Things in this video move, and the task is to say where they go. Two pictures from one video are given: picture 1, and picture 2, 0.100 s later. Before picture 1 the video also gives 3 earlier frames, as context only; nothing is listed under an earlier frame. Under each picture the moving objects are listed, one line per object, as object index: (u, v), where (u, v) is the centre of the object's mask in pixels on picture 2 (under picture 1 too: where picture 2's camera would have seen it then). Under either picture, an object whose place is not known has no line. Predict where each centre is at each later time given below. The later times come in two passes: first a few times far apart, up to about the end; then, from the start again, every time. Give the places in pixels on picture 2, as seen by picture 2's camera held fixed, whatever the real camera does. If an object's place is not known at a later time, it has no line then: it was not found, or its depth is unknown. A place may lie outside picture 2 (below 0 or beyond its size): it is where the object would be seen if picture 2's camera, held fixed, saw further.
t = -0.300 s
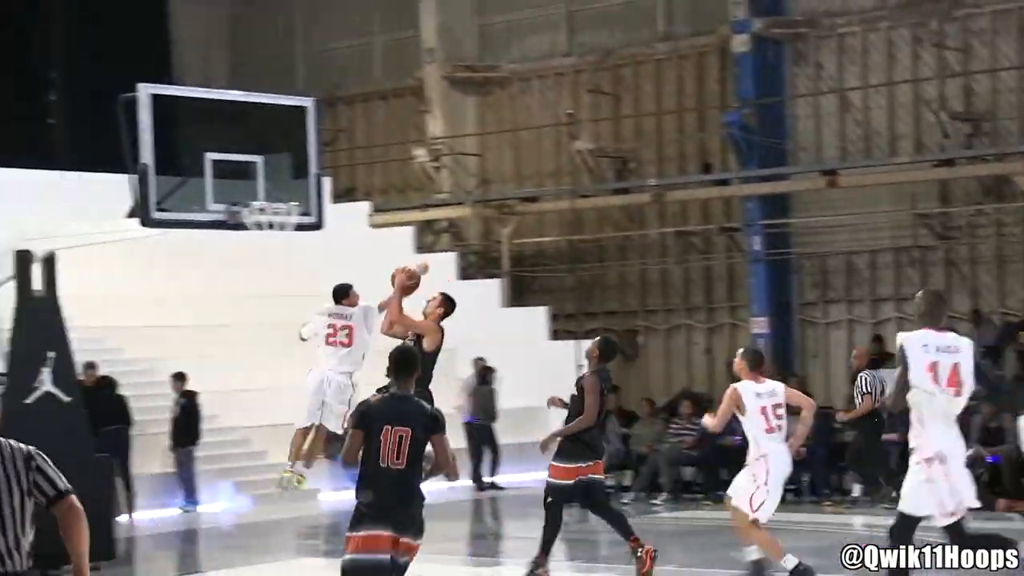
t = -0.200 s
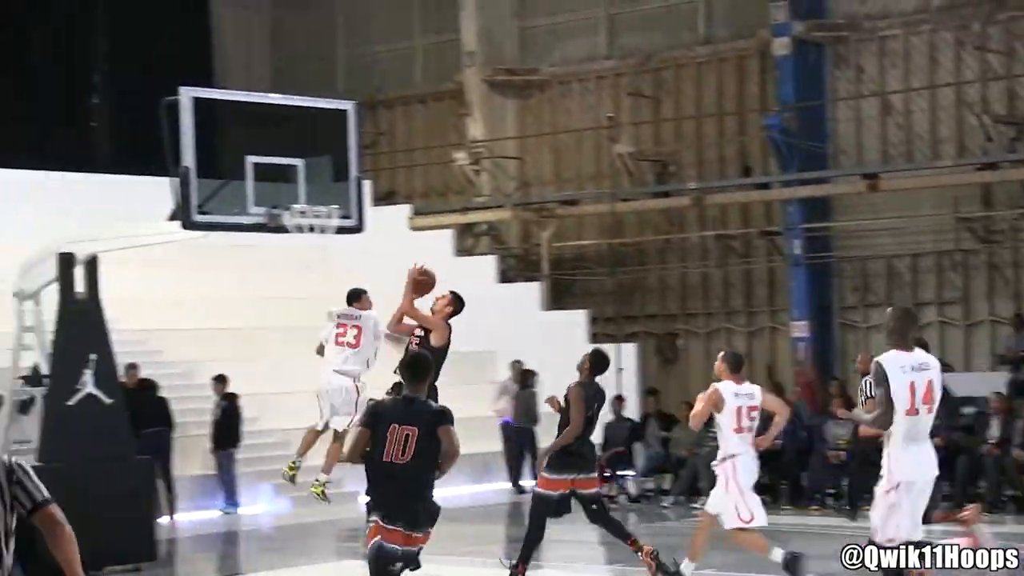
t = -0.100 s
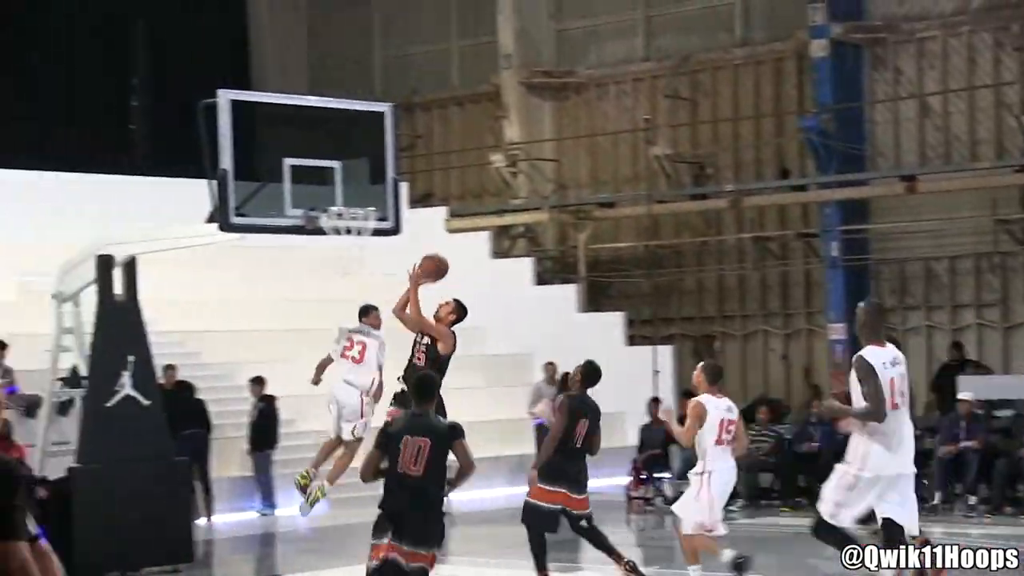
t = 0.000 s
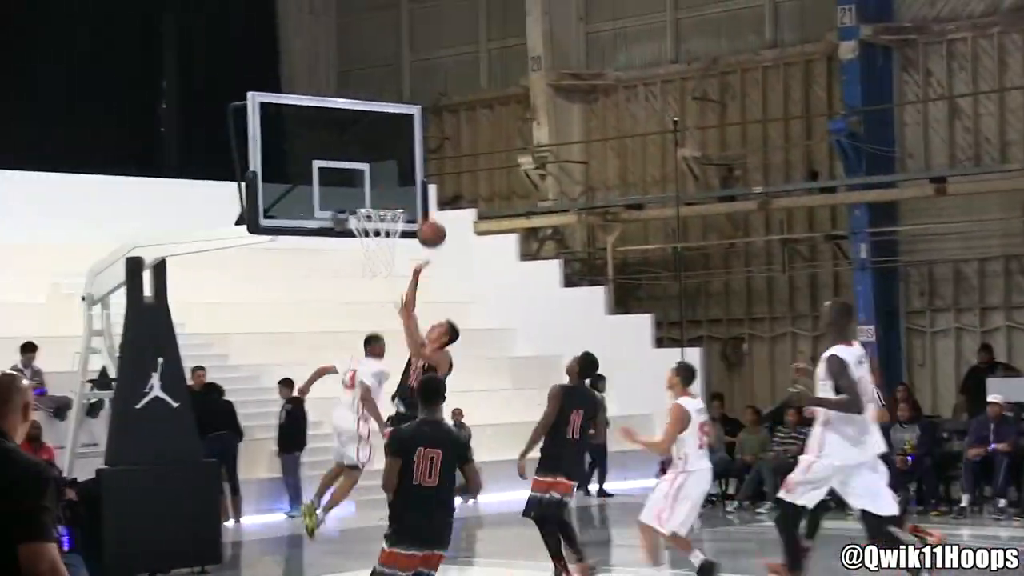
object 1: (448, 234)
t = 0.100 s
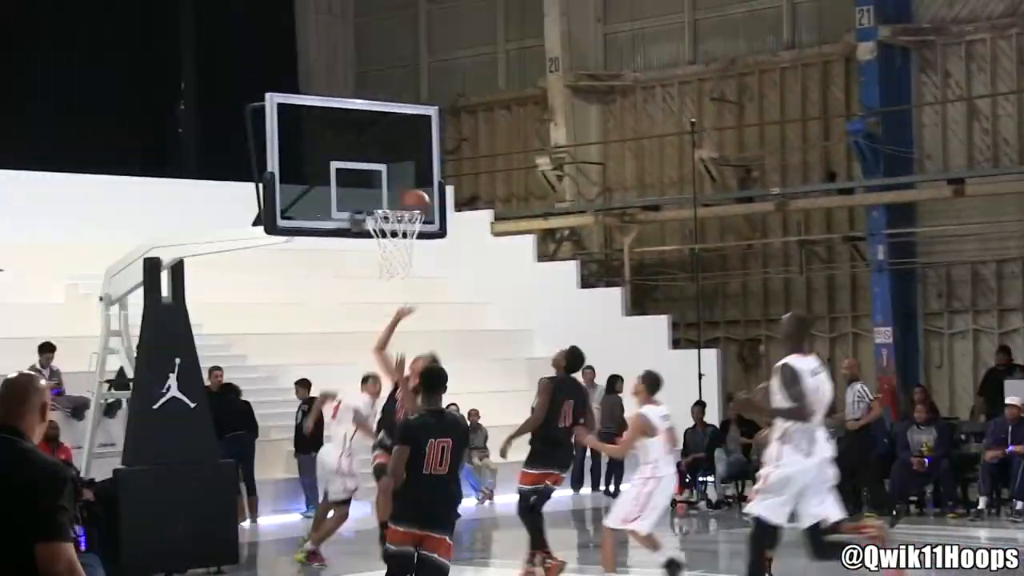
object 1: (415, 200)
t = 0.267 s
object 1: (389, 186)
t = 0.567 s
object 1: (410, 233)
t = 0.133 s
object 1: (405, 196)
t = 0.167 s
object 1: (394, 190)
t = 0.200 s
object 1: (391, 188)
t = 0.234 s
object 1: (390, 186)
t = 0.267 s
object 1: (389, 186)
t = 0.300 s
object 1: (388, 188)
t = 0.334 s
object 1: (387, 193)
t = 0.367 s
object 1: (387, 195)
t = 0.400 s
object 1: (386, 198)
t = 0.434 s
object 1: (386, 202)
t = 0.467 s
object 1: (391, 212)
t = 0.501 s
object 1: (396, 221)
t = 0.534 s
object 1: (402, 227)
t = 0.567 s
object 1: (410, 233)
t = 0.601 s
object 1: (414, 242)
